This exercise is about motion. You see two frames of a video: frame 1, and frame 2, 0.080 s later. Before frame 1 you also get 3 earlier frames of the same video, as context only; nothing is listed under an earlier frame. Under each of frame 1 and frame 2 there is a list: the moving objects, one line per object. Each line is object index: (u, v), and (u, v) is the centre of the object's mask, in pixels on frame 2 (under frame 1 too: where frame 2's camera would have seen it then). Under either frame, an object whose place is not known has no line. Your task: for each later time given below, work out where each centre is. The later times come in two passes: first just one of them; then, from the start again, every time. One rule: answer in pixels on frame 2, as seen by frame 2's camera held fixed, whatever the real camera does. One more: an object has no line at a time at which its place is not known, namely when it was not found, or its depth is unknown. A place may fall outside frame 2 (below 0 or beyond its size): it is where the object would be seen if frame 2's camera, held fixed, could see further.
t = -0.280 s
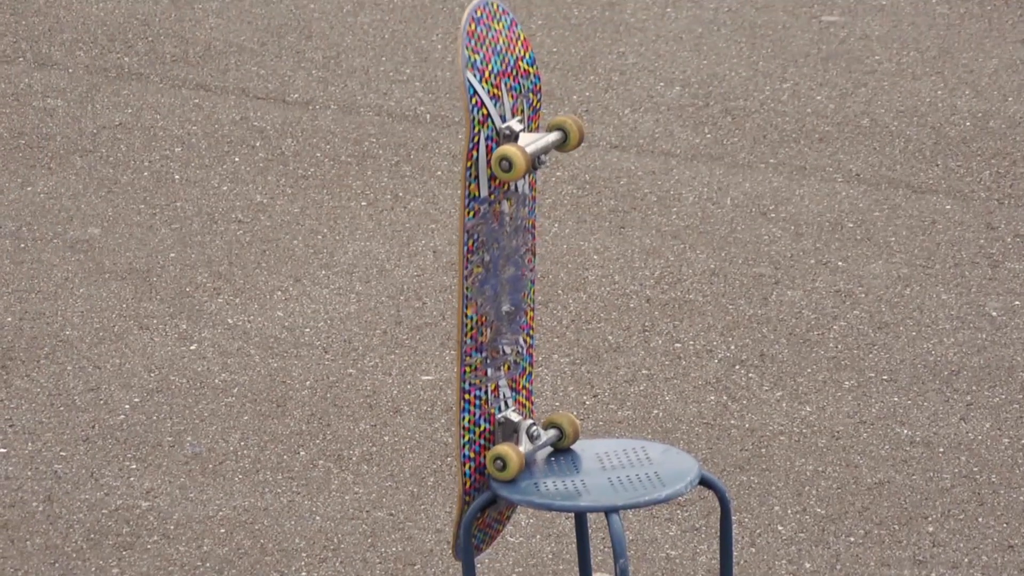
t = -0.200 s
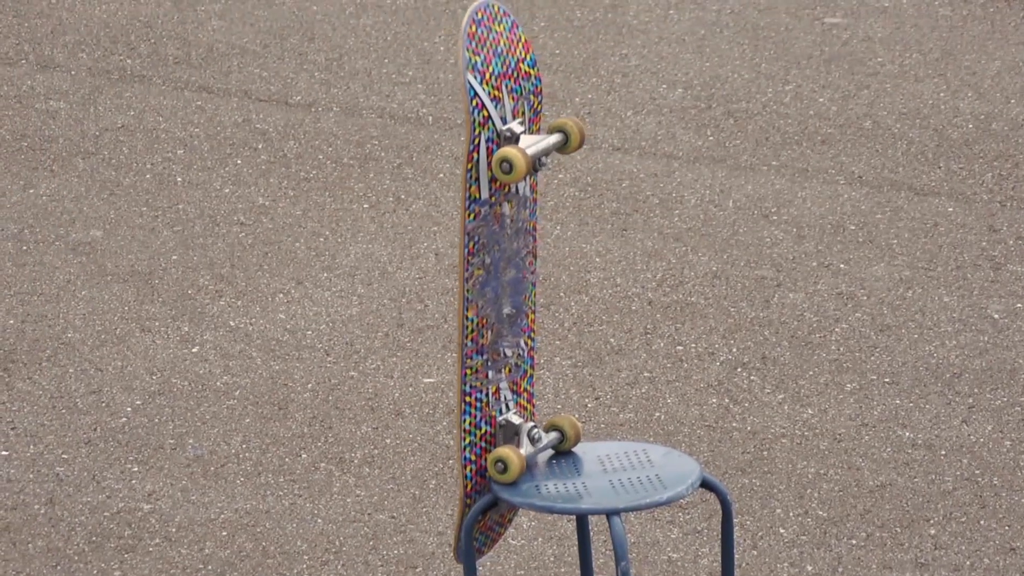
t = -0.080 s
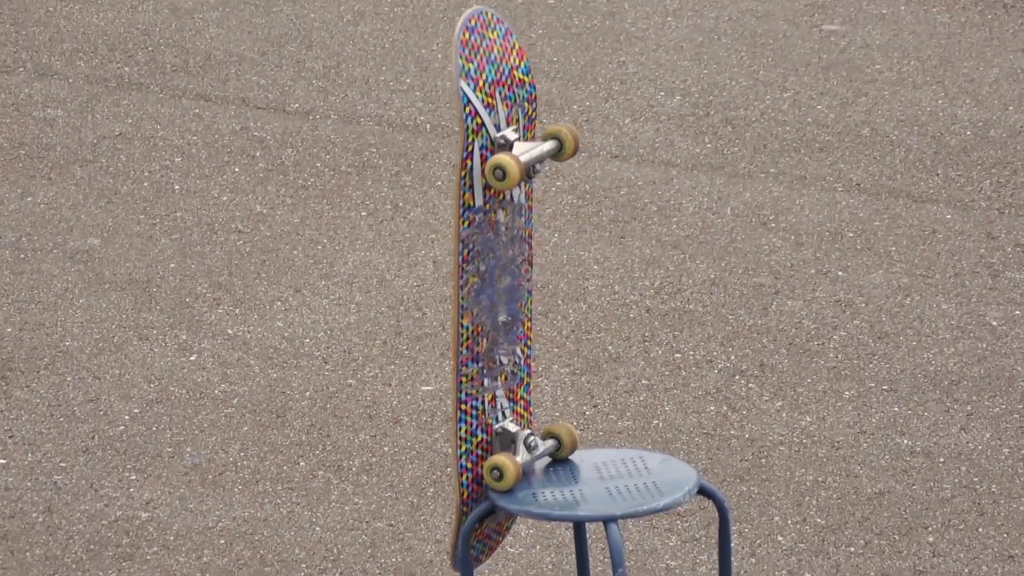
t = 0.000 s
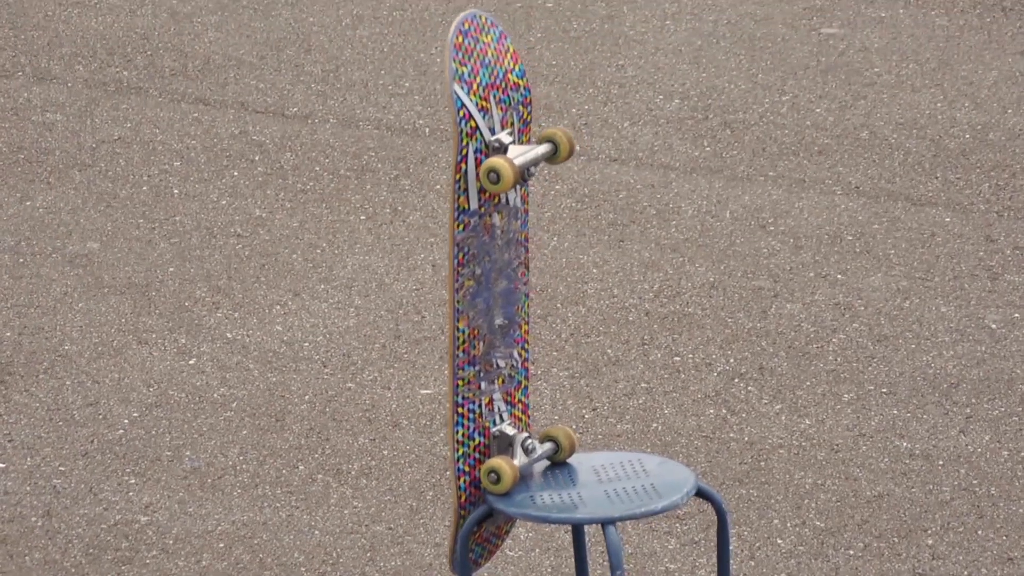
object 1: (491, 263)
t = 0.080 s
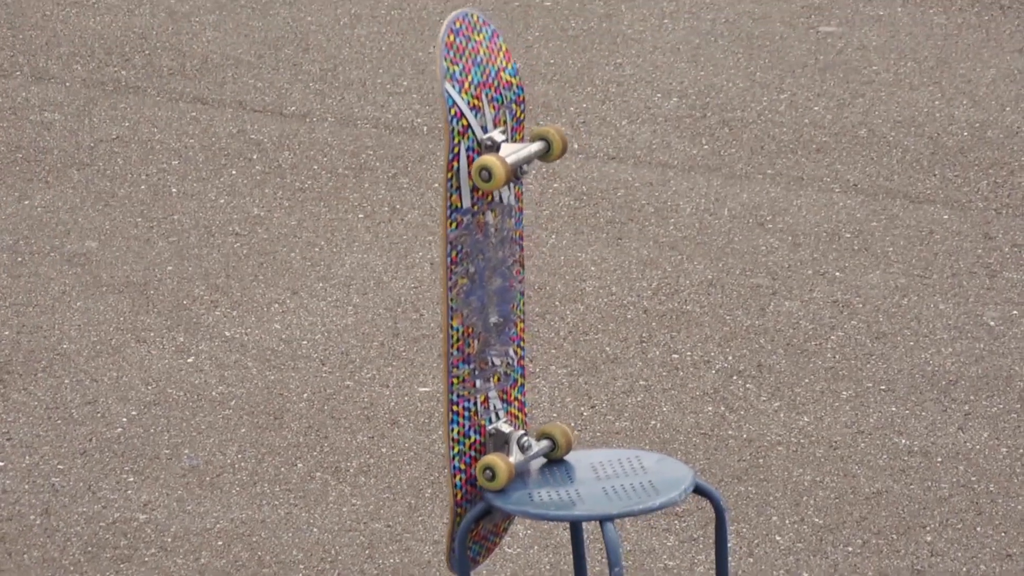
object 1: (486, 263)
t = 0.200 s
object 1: (476, 265)
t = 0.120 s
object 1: (484, 264)
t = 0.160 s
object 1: (481, 266)
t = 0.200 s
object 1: (476, 265)
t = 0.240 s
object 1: (469, 265)
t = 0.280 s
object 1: (459, 266)
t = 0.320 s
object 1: (448, 267)
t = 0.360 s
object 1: (436, 270)
